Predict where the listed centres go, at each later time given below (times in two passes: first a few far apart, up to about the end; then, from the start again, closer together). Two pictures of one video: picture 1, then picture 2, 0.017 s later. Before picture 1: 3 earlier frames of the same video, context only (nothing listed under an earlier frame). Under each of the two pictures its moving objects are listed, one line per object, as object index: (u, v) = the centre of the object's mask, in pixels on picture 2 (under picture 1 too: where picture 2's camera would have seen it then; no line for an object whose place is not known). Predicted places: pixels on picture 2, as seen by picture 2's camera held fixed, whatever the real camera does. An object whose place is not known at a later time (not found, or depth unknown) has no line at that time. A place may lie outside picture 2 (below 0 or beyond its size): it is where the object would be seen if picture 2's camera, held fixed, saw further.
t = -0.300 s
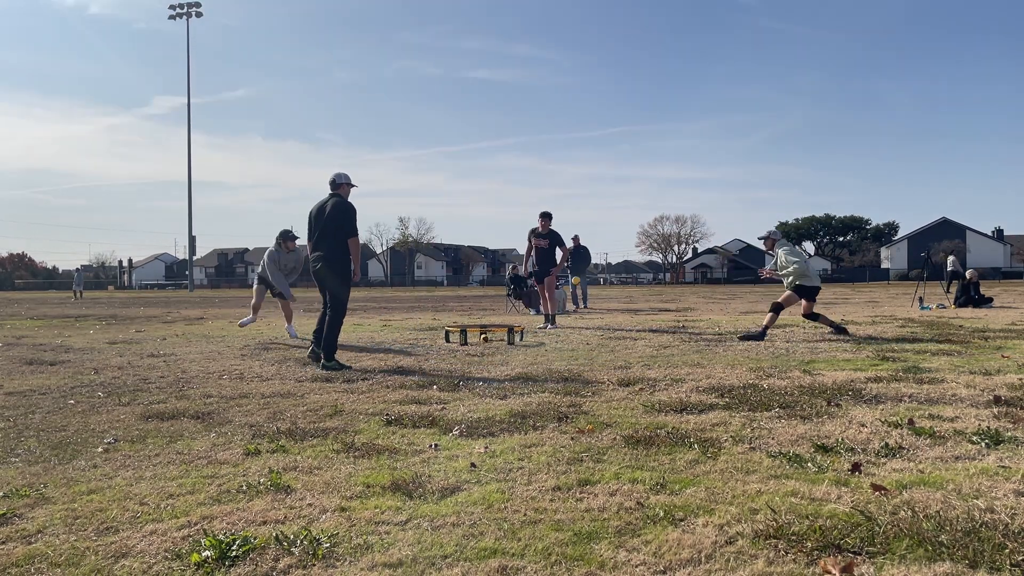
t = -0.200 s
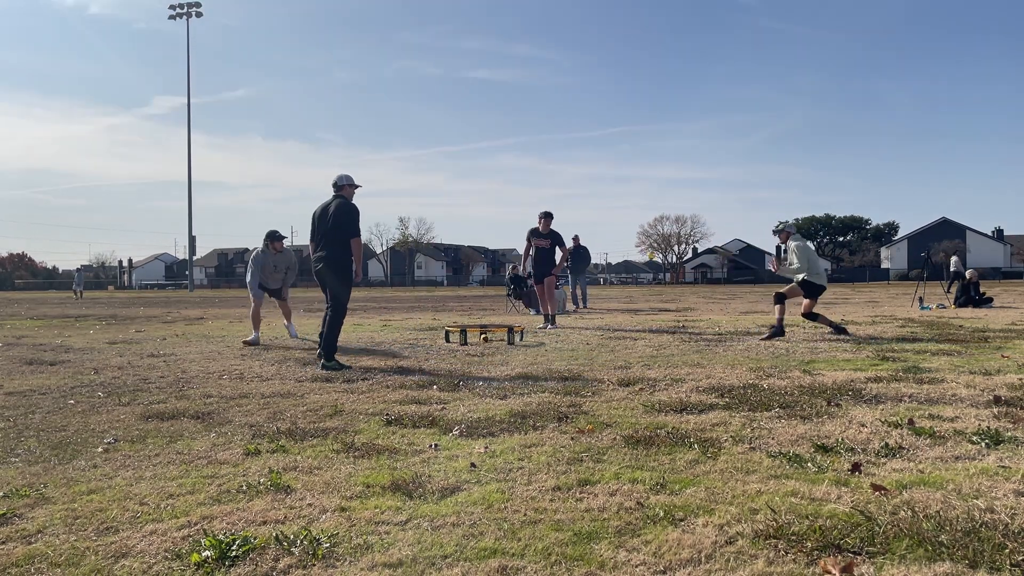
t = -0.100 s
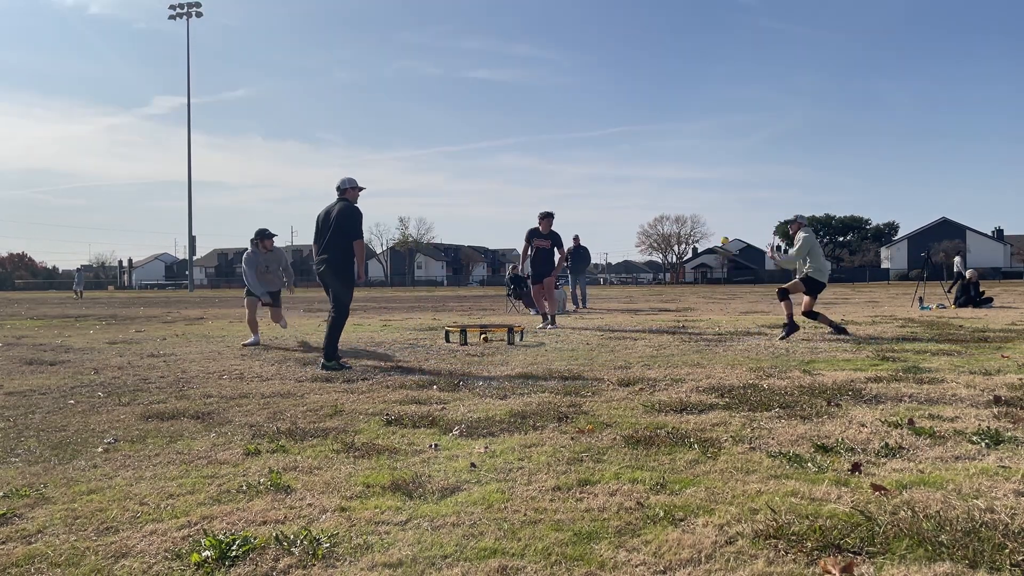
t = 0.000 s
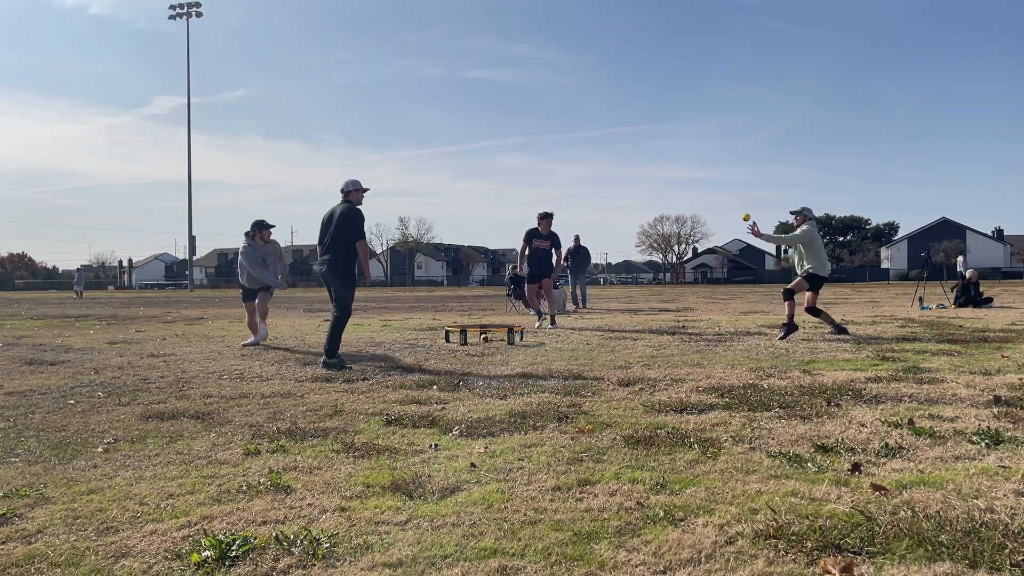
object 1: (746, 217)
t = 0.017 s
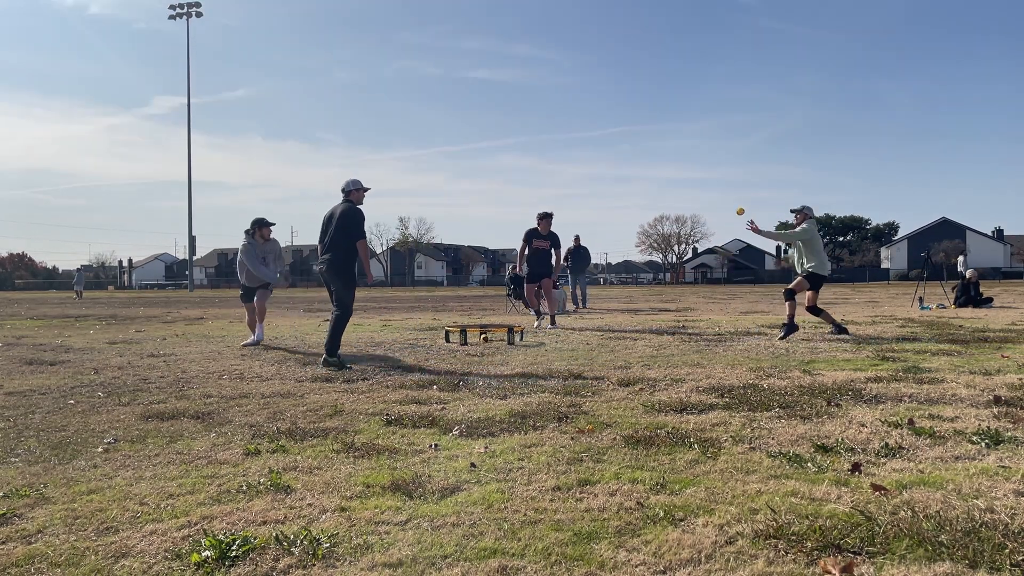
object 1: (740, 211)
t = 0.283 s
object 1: (647, 148)
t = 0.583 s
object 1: (541, 147)
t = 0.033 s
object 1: (734, 205)
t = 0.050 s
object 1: (729, 200)
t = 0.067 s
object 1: (723, 195)
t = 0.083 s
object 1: (717, 190)
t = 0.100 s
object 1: (711, 185)
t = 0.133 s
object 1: (699, 176)
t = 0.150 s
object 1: (694, 172)
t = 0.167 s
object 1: (688, 168)
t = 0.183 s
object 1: (682, 165)
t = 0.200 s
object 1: (676, 161)
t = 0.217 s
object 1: (670, 158)
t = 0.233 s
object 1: (665, 155)
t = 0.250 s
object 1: (659, 152)
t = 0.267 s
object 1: (653, 150)
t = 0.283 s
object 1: (647, 148)
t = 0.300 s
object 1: (641, 146)
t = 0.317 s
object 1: (635, 144)
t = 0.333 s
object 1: (630, 142)
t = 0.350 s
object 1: (623, 138)
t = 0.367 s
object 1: (618, 139)
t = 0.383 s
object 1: (612, 139)
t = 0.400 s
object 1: (606, 138)
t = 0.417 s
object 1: (601, 138)
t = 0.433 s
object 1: (595, 138)
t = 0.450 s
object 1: (589, 138)
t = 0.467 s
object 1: (583, 138)
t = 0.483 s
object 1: (577, 139)
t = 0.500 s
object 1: (571, 140)
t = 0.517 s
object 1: (565, 140)
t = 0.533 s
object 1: (559, 142)
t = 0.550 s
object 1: (554, 143)
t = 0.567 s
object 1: (548, 145)
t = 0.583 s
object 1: (541, 147)
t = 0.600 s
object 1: (536, 149)
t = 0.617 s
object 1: (530, 151)
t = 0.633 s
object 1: (524, 154)
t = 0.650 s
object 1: (518, 157)
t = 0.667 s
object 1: (512, 160)
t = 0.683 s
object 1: (506, 163)
